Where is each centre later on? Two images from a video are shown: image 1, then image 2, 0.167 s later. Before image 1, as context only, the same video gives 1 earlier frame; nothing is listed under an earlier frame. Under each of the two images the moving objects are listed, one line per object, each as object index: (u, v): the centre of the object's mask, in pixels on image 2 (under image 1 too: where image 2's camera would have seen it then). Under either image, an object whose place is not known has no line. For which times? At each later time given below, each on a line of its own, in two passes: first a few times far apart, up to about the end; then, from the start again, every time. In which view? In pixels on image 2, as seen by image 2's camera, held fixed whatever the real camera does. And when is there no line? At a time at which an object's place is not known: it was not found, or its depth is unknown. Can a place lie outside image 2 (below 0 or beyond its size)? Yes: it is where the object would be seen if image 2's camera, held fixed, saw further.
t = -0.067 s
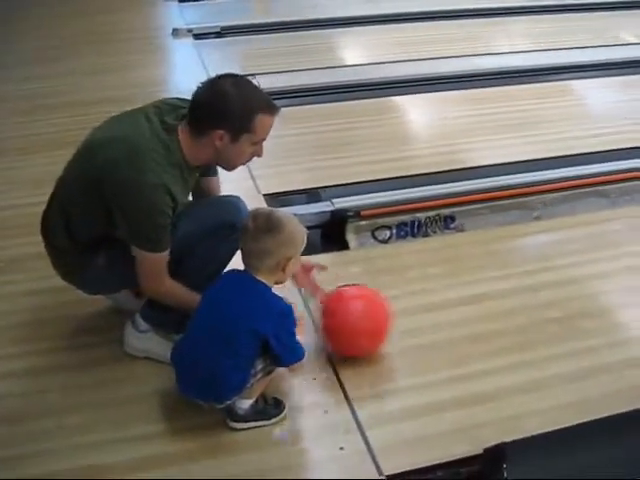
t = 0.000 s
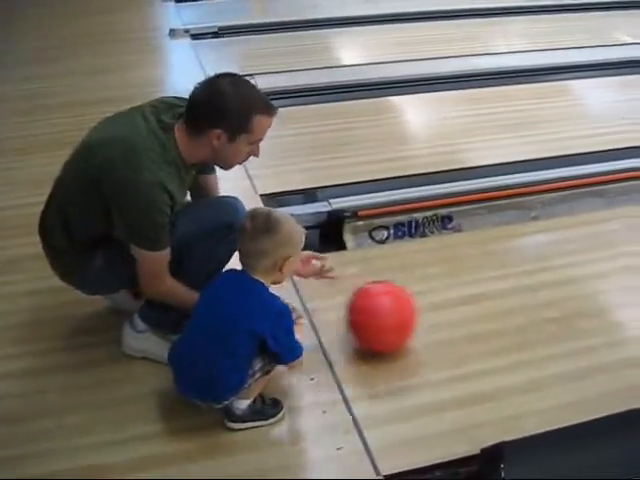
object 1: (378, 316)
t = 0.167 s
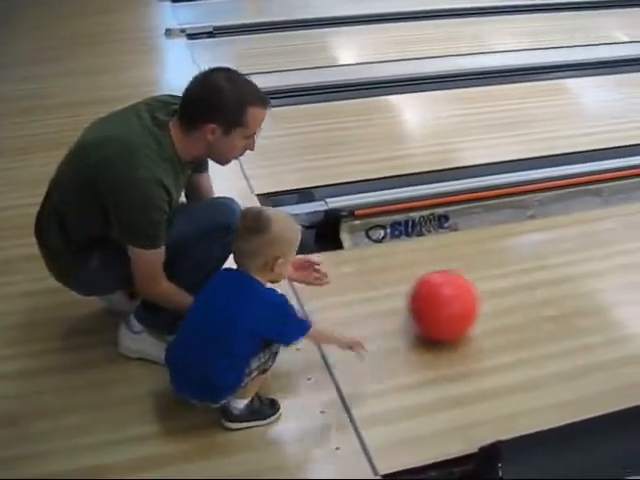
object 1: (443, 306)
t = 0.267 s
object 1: (480, 300)
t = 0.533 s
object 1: (572, 285)
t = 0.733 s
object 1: (636, 274)
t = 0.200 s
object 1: (456, 304)
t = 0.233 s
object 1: (468, 302)
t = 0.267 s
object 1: (480, 300)
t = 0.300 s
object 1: (492, 298)
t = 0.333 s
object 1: (504, 296)
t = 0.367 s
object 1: (516, 294)
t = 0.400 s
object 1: (527, 292)
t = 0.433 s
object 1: (538, 290)
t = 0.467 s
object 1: (550, 288)
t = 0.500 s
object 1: (561, 287)
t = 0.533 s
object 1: (572, 285)
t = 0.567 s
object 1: (584, 284)
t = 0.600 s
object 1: (594, 282)
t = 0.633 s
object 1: (605, 280)
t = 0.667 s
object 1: (615, 278)
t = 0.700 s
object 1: (626, 276)
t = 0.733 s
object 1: (636, 274)
